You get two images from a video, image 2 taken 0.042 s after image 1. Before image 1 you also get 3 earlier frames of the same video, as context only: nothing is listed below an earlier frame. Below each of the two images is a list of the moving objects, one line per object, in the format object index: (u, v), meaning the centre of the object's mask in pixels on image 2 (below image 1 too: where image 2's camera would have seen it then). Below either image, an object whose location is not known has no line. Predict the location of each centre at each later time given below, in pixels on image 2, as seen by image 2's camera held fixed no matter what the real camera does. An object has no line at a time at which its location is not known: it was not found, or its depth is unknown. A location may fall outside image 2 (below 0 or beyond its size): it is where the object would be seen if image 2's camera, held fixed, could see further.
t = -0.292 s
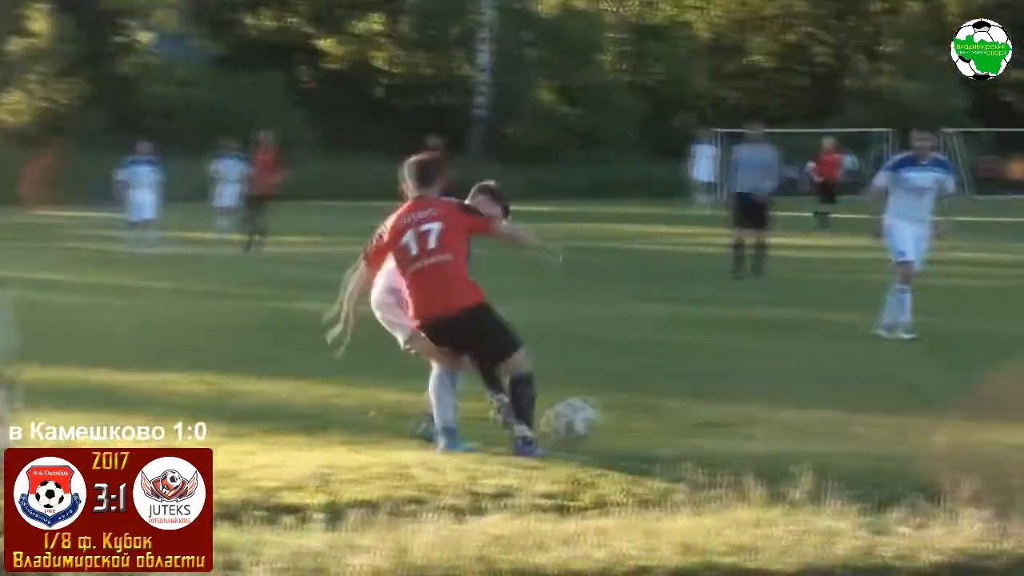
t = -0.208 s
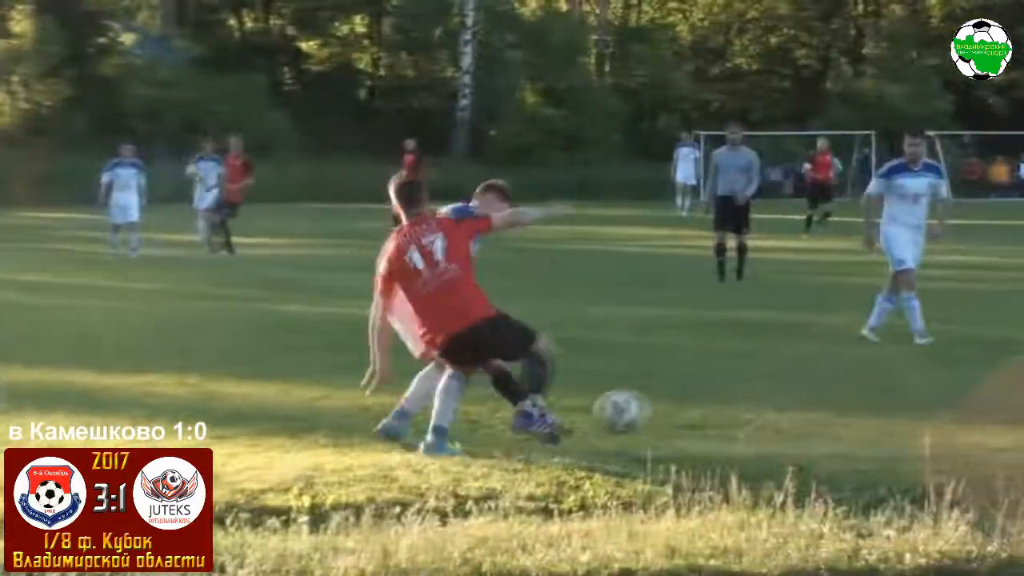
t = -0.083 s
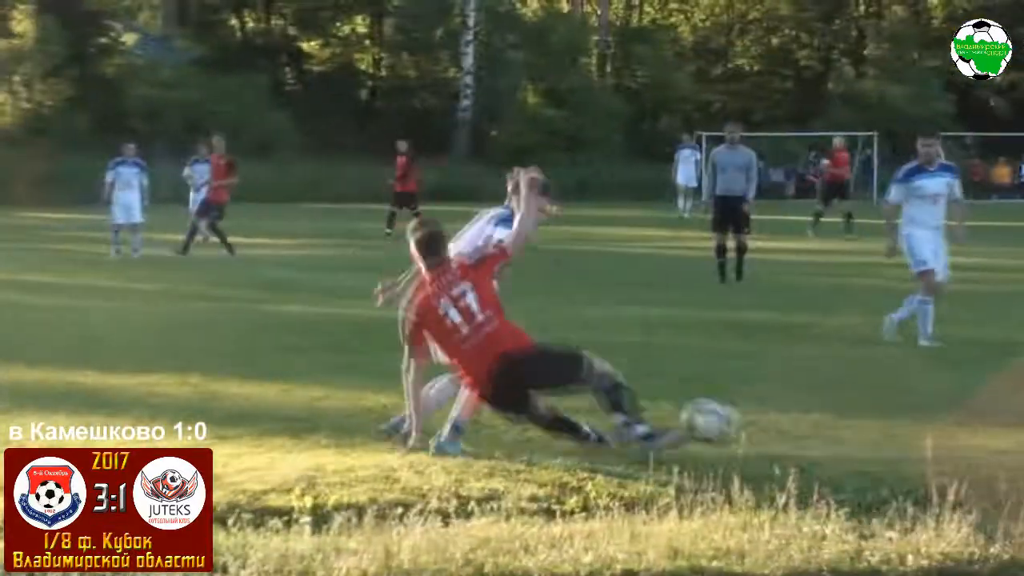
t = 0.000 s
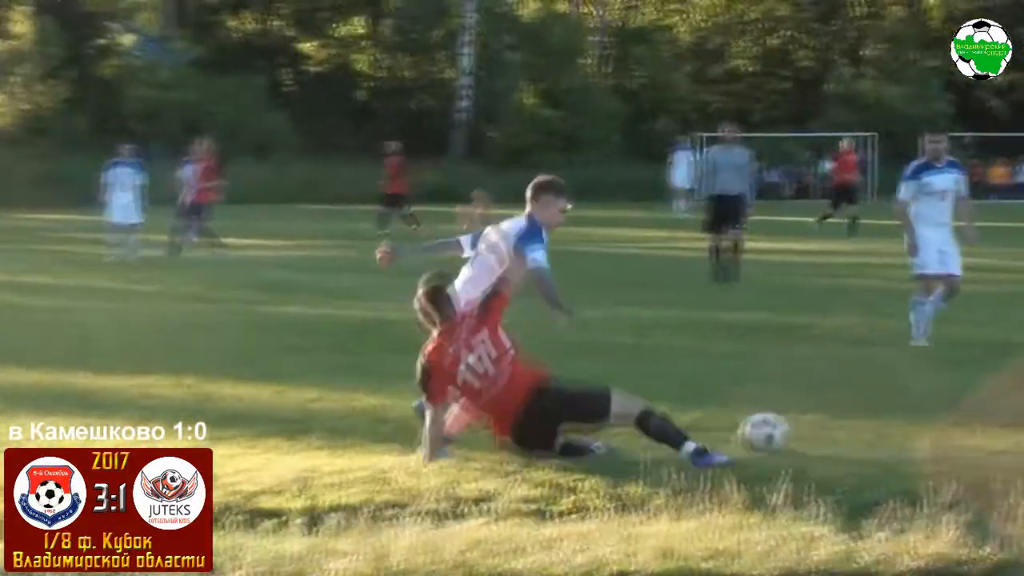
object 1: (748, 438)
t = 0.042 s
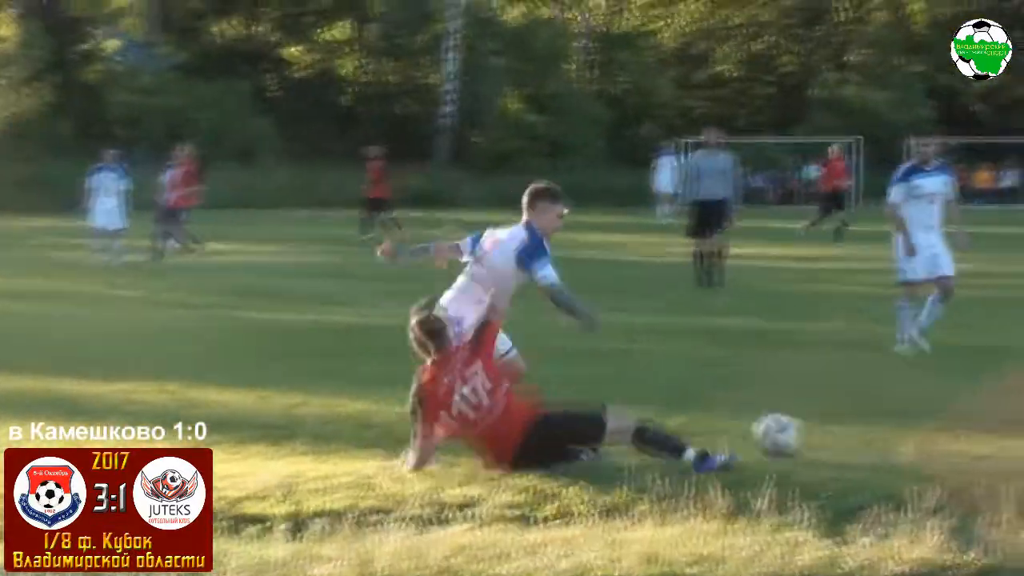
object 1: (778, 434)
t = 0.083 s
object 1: (804, 436)
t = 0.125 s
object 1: (828, 438)
